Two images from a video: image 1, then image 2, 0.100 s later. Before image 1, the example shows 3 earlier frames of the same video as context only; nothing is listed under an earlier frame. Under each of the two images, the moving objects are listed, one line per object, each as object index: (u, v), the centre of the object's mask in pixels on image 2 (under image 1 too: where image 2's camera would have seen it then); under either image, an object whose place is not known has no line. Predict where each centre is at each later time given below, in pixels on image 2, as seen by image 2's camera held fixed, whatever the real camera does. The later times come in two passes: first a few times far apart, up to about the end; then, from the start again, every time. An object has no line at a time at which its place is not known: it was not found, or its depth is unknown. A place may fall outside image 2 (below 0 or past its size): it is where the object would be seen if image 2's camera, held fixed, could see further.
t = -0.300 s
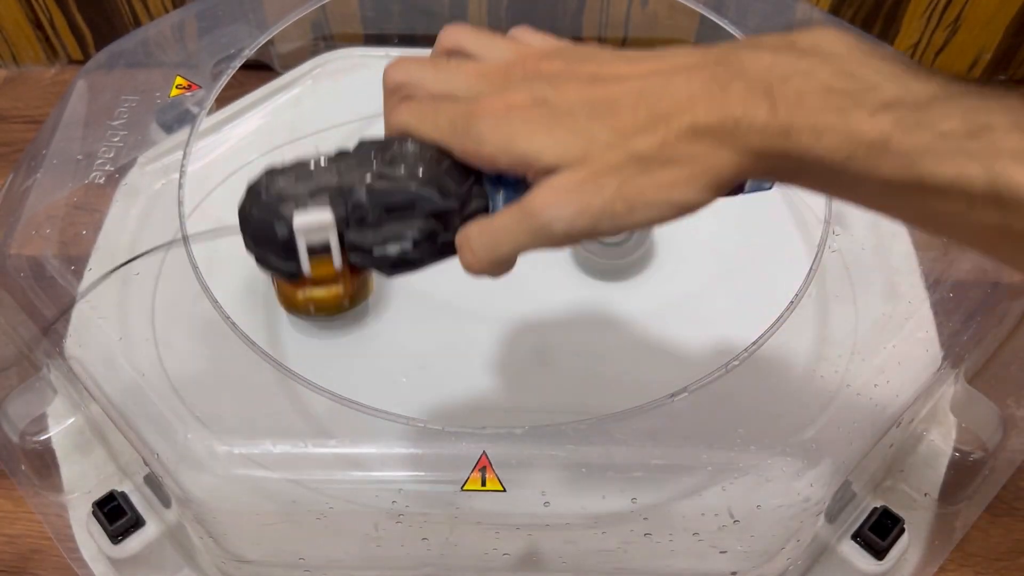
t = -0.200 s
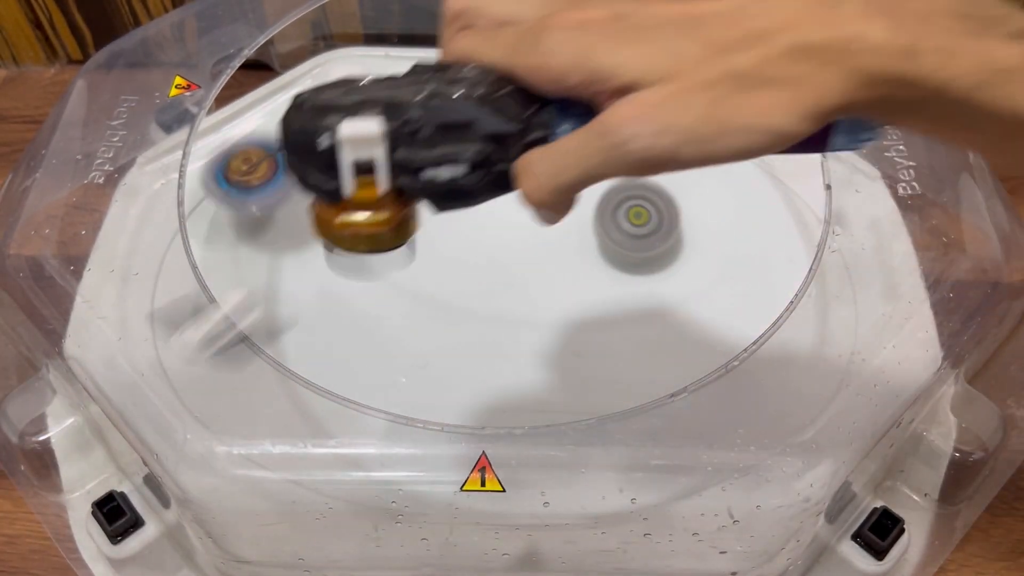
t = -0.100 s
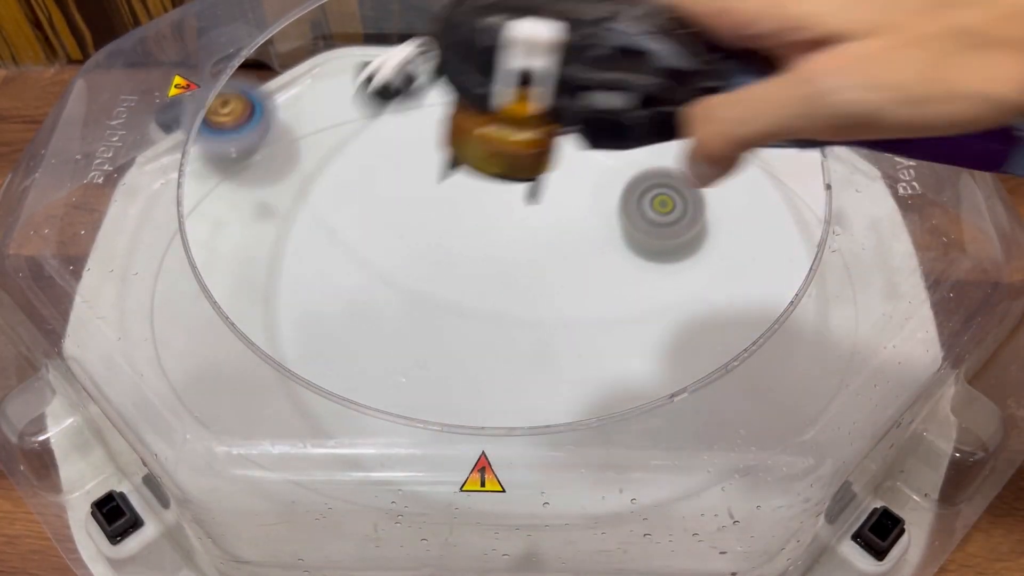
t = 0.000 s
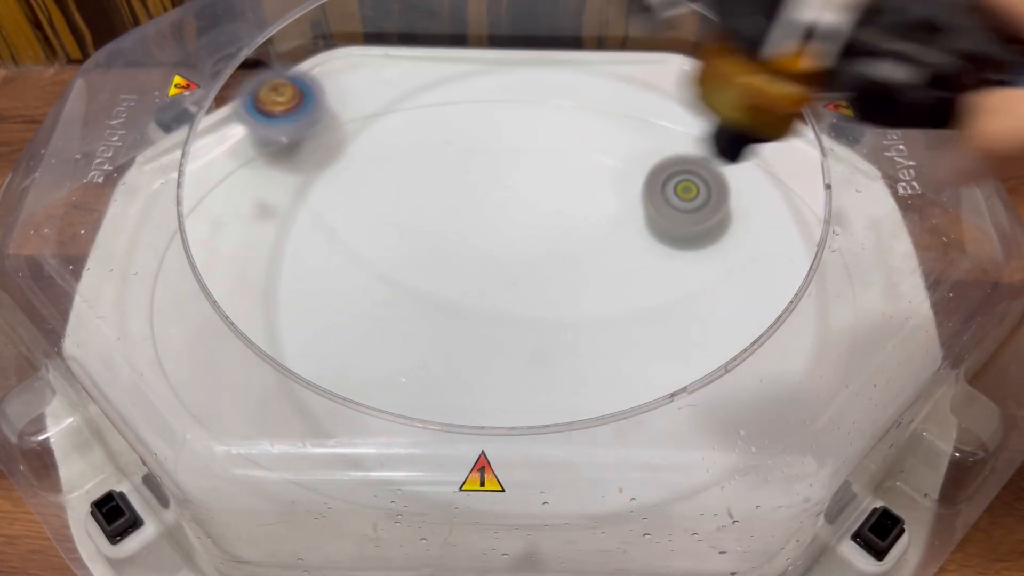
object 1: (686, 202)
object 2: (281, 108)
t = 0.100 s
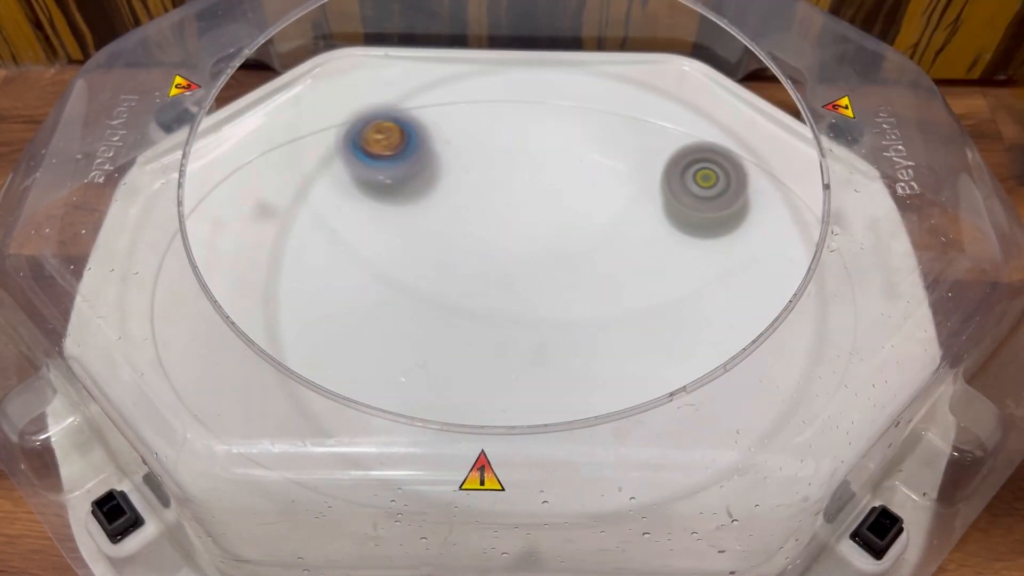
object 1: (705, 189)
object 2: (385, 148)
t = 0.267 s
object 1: (725, 179)
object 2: (606, 217)
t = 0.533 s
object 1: (738, 177)
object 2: (814, 402)
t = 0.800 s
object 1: (724, 219)
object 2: (441, 484)
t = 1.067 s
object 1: (722, 301)
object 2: (175, 210)
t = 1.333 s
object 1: (758, 313)
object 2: (543, 76)
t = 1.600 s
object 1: (715, 329)
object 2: (893, 299)
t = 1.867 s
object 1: (409, 448)
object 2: (615, 344)
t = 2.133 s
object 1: (232, 362)
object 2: (518, 203)
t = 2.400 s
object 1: (277, 280)
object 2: (705, 143)
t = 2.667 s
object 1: (311, 288)
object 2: (828, 292)
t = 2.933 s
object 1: (271, 320)
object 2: (524, 367)
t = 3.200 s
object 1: (244, 326)
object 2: (330, 182)
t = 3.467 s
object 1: (230, 298)
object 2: (538, 113)
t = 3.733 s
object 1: (236, 265)
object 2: (696, 271)
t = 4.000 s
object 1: (237, 237)
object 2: (456, 392)
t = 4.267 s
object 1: (273, 130)
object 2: (155, 312)
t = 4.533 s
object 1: (490, 98)
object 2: (273, 327)
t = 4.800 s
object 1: (595, 176)
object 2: (277, 308)
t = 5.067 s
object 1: (650, 211)
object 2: (321, 285)
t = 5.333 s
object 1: (733, 182)
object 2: (464, 321)
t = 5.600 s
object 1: (785, 183)
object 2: (520, 388)
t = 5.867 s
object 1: (827, 232)
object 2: (453, 363)
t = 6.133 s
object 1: (846, 280)
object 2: (550, 271)
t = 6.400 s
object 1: (835, 339)
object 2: (727, 295)
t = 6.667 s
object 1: (791, 354)
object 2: (655, 284)
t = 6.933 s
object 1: (713, 374)
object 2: (637, 242)
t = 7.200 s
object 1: (627, 409)
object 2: (603, 258)
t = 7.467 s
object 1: (532, 411)
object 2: (512, 253)
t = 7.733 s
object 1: (438, 371)
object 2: (484, 214)
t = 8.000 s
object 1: (358, 318)
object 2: (498, 266)
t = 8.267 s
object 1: (298, 251)
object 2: (444, 271)
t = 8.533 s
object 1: (265, 194)
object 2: (468, 242)
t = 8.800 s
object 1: (256, 145)
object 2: (506, 300)
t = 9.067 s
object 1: (316, 160)
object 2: (442, 339)
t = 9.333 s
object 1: (396, 175)
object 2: (440, 314)
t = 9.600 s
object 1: (466, 205)
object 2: (489, 295)
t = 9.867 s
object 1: (509, 146)
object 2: (535, 364)
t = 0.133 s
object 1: (710, 186)
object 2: (426, 161)
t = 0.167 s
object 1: (715, 184)
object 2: (469, 171)
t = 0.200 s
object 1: (719, 182)
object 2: (512, 185)
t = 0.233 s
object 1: (722, 180)
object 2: (560, 202)
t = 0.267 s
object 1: (725, 179)
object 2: (606, 217)
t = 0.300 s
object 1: (727, 177)
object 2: (650, 235)
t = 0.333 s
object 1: (729, 175)
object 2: (693, 255)
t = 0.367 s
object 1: (729, 175)
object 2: (733, 280)
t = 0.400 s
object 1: (731, 174)
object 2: (765, 306)
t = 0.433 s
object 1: (733, 175)
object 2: (796, 333)
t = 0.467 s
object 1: (734, 175)
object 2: (817, 361)
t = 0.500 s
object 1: (736, 176)
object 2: (829, 388)
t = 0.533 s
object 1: (738, 177)
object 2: (814, 402)
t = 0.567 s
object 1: (738, 179)
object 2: (791, 423)
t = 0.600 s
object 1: (738, 181)
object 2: (759, 437)
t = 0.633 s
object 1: (738, 184)
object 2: (722, 454)
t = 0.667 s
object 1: (736, 189)
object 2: (680, 468)
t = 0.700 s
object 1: (733, 195)
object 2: (627, 480)
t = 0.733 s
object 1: (730, 202)
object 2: (571, 485)
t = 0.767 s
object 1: (727, 210)
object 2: (514, 489)
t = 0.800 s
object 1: (724, 219)
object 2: (441, 484)
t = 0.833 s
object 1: (721, 229)
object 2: (380, 469)
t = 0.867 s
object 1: (718, 241)
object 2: (321, 449)
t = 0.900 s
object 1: (717, 253)
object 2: (265, 413)
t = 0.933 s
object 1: (716, 265)
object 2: (227, 379)
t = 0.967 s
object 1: (716, 276)
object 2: (194, 338)
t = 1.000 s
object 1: (718, 287)
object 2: (177, 294)
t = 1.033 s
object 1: (721, 295)
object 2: (171, 252)
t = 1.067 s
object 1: (722, 301)
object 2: (175, 210)
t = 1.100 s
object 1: (724, 305)
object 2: (215, 179)
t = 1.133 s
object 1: (729, 311)
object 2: (246, 149)
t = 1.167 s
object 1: (734, 313)
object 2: (289, 124)
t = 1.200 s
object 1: (739, 316)
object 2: (335, 103)
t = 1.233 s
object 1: (746, 317)
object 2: (384, 89)
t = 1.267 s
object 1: (751, 317)
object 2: (436, 77)
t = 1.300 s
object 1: (754, 317)
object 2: (488, 70)
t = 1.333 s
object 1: (758, 313)
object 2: (543, 76)
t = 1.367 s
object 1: (762, 310)
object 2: (595, 90)
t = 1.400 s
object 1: (766, 307)
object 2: (650, 109)
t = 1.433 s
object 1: (771, 304)
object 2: (700, 131)
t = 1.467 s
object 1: (773, 301)
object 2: (751, 155)
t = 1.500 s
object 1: (773, 298)
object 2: (798, 186)
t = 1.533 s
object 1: (773, 295)
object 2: (834, 225)
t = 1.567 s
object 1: (747, 310)
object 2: (867, 265)
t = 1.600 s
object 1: (715, 329)
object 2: (893, 299)
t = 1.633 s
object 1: (687, 346)
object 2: (912, 339)
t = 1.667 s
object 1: (656, 359)
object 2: (869, 352)
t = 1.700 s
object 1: (631, 374)
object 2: (810, 367)
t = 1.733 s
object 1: (609, 386)
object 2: (751, 373)
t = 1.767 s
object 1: (585, 396)
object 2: (690, 375)
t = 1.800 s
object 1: (525, 416)
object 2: (663, 360)
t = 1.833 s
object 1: (461, 429)
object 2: (639, 356)
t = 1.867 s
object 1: (409, 448)
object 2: (615, 344)
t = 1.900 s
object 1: (356, 458)
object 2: (590, 328)
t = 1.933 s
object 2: (570, 309)
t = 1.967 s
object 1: (281, 448)
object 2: (552, 293)
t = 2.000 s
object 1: (262, 435)
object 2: (536, 275)
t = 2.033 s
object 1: (250, 416)
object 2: (526, 257)
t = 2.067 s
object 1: (239, 396)
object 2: (519, 238)
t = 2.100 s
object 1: (231, 376)
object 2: (517, 221)
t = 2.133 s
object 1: (232, 362)
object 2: (518, 203)
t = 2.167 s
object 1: (233, 344)
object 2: (526, 188)
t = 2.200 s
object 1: (235, 327)
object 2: (539, 176)
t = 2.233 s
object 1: (241, 320)
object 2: (557, 166)
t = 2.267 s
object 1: (246, 305)
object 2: (580, 156)
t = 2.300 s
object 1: (256, 290)
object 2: (608, 148)
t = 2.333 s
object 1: (263, 291)
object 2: (638, 143)
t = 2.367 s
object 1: (269, 280)
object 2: (672, 141)
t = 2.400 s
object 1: (277, 280)
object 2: (705, 143)
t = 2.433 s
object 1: (285, 276)
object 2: (736, 147)
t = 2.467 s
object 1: (291, 273)
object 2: (761, 154)
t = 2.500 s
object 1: (296, 271)
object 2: (780, 170)
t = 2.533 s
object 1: (301, 271)
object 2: (801, 194)
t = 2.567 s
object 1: (304, 272)
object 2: (818, 220)
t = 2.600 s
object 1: (309, 282)
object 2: (829, 242)
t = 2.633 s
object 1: (310, 285)
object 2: (832, 264)
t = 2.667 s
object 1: (311, 288)
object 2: (828, 292)
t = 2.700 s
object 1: (311, 293)
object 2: (814, 314)
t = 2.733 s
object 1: (306, 294)
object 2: (791, 336)
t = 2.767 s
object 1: (304, 301)
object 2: (756, 355)
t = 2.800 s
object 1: (300, 305)
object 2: (716, 368)
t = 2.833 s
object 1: (292, 309)
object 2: (666, 364)
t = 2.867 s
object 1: (286, 312)
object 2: (620, 371)
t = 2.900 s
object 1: (280, 314)
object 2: (573, 375)
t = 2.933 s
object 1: (271, 320)
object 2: (524, 367)
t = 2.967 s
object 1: (266, 325)
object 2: (477, 353)
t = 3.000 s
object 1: (262, 328)
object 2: (435, 335)
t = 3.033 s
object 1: (259, 331)
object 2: (399, 313)
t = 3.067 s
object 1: (256, 331)
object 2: (370, 289)
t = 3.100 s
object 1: (252, 331)
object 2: (349, 263)
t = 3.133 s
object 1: (249, 330)
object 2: (332, 234)
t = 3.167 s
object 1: (251, 332)
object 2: (328, 208)
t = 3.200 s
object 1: (244, 326)
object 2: (330, 182)
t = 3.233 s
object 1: (243, 324)
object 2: (338, 156)
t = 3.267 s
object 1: (239, 321)
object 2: (352, 131)
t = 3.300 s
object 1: (238, 318)
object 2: (373, 111)
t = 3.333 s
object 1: (236, 315)
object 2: (402, 97)
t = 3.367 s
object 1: (234, 311)
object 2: (437, 98)
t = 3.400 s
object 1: (231, 307)
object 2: (472, 102)
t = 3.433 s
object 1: (231, 303)
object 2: (505, 106)
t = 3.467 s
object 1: (230, 298)
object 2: (538, 113)
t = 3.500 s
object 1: (231, 294)
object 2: (571, 121)
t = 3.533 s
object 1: (233, 293)
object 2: (602, 132)
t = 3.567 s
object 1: (232, 284)
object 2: (630, 151)
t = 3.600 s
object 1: (233, 280)
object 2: (655, 168)
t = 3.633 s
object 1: (233, 277)
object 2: (675, 191)
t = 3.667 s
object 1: (233, 273)
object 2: (688, 217)
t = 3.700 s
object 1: (234, 270)
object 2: (695, 244)
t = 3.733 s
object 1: (236, 265)
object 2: (696, 271)
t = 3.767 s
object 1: (237, 260)
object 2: (690, 297)
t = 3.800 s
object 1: (238, 258)
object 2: (679, 322)
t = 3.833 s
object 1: (237, 255)
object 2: (659, 344)
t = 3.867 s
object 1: (237, 252)
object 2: (630, 363)
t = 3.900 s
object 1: (237, 248)
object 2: (595, 377)
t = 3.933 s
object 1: (237, 244)
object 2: (553, 386)
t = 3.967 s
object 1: (238, 240)
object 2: (506, 392)
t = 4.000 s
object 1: (237, 237)
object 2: (456, 392)
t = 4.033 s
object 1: (237, 234)
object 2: (404, 385)
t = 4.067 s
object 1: (237, 230)
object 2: (350, 377)
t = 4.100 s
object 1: (237, 227)
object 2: (305, 373)
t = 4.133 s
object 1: (237, 224)
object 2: (267, 353)
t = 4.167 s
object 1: (238, 222)
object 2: (233, 329)
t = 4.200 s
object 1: (241, 219)
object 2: (201, 300)
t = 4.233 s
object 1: (259, 183)
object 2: (172, 299)
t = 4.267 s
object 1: (273, 130)
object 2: (155, 312)
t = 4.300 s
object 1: (290, 82)
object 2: (172, 319)
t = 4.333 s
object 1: (322, 68)
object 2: (187, 331)
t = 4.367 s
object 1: (357, 66)
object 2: (199, 334)
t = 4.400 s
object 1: (389, 64)
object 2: (216, 338)
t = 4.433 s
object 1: (418, 68)
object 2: (231, 337)
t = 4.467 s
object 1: (444, 76)
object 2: (246, 339)
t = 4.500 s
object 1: (468, 86)
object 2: (262, 330)
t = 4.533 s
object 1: (490, 98)
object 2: (273, 327)
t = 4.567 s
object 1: (510, 107)
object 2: (285, 325)
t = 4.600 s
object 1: (527, 117)
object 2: (289, 326)
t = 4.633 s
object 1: (543, 128)
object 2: (291, 323)
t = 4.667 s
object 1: (556, 138)
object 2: (292, 321)
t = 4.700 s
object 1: (567, 147)
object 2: (290, 319)
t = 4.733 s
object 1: (578, 158)
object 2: (284, 314)
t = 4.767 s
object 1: (587, 167)
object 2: (281, 311)
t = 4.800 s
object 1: (595, 176)
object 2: (277, 308)
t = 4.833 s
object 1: (602, 185)
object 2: (275, 305)
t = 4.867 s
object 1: (610, 192)
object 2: (275, 301)
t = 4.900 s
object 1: (615, 198)
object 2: (275, 296)
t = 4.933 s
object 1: (621, 205)
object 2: (277, 293)
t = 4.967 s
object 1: (628, 208)
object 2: (288, 289)
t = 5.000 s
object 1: (635, 211)
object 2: (296, 286)
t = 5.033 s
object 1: (642, 211)
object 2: (305, 285)
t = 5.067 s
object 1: (650, 211)
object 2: (321, 285)
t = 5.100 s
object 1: (660, 209)
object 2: (337, 285)
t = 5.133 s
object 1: (669, 206)
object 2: (351, 287)
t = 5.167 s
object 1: (679, 202)
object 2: (372, 293)
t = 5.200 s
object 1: (690, 198)
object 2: (386, 297)
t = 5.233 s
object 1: (701, 193)
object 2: (405, 303)
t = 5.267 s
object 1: (711, 189)
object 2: (426, 310)
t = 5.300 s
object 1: (721, 185)
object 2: (444, 315)
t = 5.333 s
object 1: (733, 182)
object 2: (464, 321)
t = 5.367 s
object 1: (744, 180)
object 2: (484, 330)
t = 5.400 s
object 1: (752, 177)
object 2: (497, 337)
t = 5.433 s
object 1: (759, 176)
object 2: (510, 346)
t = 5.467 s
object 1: (766, 174)
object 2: (517, 356)
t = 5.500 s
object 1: (774, 173)
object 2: (522, 365)
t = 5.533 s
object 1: (778, 176)
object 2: (523, 375)
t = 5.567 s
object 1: (781, 179)
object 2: (521, 382)
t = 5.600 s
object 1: (785, 183)
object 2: (520, 388)
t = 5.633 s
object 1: (789, 188)
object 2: (513, 391)
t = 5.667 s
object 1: (790, 194)
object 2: (505, 394)
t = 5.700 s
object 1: (803, 199)
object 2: (493, 395)
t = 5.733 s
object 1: (811, 205)
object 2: (482, 394)
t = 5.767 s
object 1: (820, 210)
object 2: (472, 390)
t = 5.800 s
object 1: (823, 217)
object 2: (463, 384)
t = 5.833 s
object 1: (824, 225)
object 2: (457, 375)
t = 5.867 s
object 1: (827, 232)
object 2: (453, 363)
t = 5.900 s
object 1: (830, 237)
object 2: (454, 349)
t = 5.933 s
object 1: (834, 242)
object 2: (458, 337)
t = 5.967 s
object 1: (837, 248)
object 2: (466, 323)
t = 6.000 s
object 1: (841, 254)
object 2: (478, 310)
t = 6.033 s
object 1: (845, 260)
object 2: (493, 297)
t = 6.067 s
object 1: (847, 267)
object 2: (511, 286)
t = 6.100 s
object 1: (847, 273)
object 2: (530, 278)
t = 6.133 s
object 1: (846, 280)
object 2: (550, 271)
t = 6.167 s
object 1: (846, 287)
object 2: (571, 268)
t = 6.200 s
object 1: (844, 294)
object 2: (594, 267)
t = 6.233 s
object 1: (844, 301)
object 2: (615, 269)
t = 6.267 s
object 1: (844, 310)
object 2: (639, 271)
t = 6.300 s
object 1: (843, 318)
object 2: (662, 274)
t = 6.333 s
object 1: (839, 324)
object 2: (687, 279)
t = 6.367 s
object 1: (838, 331)
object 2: (709, 287)
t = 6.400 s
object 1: (835, 339)
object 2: (727, 295)
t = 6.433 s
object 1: (836, 349)
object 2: (732, 304)
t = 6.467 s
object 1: (836, 359)
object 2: (731, 310)
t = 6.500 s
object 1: (836, 365)
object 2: (724, 315)
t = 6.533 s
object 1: (835, 366)
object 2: (712, 314)
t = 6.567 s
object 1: (824, 362)
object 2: (694, 309)
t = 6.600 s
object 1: (812, 357)
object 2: (679, 300)
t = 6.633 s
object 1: (802, 355)
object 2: (665, 291)
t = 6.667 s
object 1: (791, 354)
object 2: (655, 284)
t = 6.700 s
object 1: (779, 352)
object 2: (647, 275)
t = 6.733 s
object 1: (768, 352)
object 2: (645, 270)
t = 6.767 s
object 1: (758, 354)
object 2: (642, 262)
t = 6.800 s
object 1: (748, 356)
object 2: (637, 254)
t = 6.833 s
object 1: (739, 359)
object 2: (635, 249)
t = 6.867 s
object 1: (730, 364)
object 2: (636, 249)
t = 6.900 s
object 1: (721, 369)
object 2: (638, 244)
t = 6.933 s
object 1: (713, 374)
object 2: (637, 242)
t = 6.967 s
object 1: (703, 379)
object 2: (634, 238)
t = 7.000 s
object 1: (692, 384)
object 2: (631, 241)
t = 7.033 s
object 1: (682, 389)
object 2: (631, 245)
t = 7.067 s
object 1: (671, 392)
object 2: (629, 245)
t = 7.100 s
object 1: (660, 398)
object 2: (622, 246)
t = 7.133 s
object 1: (648, 402)
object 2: (614, 250)
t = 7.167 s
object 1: (639, 406)
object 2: (609, 254)
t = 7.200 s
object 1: (627, 409)
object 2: (603, 258)
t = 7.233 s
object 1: (616, 412)
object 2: (597, 259)
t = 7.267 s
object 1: (604, 414)
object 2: (584, 260)
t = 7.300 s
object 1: (594, 416)
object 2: (571, 262)
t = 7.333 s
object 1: (582, 417)
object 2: (557, 265)
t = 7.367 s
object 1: (569, 416)
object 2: (544, 266)
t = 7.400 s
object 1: (557, 416)
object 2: (535, 263)
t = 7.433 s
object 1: (545, 414)
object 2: (524, 257)
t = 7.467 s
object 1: (532, 411)
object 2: (512, 253)
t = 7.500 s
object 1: (519, 409)
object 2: (500, 249)
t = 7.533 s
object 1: (507, 402)
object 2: (492, 245)
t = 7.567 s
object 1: (494, 398)
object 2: (488, 238)
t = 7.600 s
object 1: (482, 394)
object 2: (490, 234)
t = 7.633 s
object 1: (471, 386)
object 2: (492, 228)
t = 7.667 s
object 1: (460, 382)
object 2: (489, 220)
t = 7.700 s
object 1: (448, 377)
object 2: (488, 218)
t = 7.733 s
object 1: (438, 371)
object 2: (484, 214)
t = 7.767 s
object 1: (427, 365)
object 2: (485, 215)
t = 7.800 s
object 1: (416, 358)
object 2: (487, 220)
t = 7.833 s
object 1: (406, 351)
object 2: (490, 231)
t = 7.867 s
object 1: (396, 345)
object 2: (492, 238)
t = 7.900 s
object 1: (386, 338)
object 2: (496, 247)
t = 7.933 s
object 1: (377, 332)
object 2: (497, 254)
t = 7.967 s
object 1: (367, 325)
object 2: (499, 260)
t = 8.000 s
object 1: (358, 318)
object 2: (498, 266)
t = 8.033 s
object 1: (351, 309)
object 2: (492, 270)
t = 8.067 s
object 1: (343, 300)
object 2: (487, 274)
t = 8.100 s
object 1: (335, 293)
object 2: (479, 277)
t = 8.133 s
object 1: (329, 284)
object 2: (470, 277)
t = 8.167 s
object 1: (323, 277)
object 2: (461, 279)
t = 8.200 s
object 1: (311, 265)
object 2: (454, 276)
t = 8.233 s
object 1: (304, 256)
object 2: (448, 272)
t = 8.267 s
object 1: (298, 251)
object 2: (444, 271)
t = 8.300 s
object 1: (292, 244)
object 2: (441, 267)
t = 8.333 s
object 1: (287, 237)
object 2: (439, 261)
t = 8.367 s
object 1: (281, 230)
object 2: (444, 257)
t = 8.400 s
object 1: (277, 223)
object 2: (447, 251)
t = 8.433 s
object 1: (273, 215)
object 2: (453, 245)
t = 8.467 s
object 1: (268, 207)
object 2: (458, 241)
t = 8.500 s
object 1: (267, 201)
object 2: (462, 239)
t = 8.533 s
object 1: (265, 194)
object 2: (468, 242)
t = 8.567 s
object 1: (262, 187)
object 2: (475, 244)
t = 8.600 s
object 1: (262, 179)
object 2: (482, 249)
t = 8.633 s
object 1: (261, 173)
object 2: (490, 256)
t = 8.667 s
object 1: (259, 166)
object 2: (495, 263)
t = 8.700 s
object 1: (259, 160)
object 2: (502, 273)
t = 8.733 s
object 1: (257, 157)
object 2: (505, 280)
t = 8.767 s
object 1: (256, 150)
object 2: (508, 290)
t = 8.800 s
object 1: (256, 145)
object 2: (506, 300)
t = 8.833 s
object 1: (262, 146)
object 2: (504, 311)
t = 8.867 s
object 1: (269, 150)
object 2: (499, 318)
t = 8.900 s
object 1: (274, 153)
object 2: (492, 326)
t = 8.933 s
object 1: (281, 155)
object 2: (484, 330)
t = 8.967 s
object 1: (287, 156)
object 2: (472, 335)
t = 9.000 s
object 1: (299, 160)
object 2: (462, 339)
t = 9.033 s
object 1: (307, 160)
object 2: (451, 338)
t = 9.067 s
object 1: (316, 160)
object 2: (442, 339)
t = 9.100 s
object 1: (326, 160)
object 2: (435, 337)
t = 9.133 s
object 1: (336, 161)
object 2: (428, 333)
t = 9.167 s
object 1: (347, 163)
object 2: (426, 334)
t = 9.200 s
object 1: (357, 165)
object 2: (427, 329)
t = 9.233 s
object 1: (368, 167)
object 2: (427, 323)
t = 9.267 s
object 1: (377, 169)
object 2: (431, 321)
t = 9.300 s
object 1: (387, 172)
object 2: (436, 317)
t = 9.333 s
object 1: (396, 175)
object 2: (440, 314)
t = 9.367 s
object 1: (405, 178)
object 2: (447, 313)
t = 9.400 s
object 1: (414, 180)
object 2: (454, 311)
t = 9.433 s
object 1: (422, 184)
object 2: (460, 307)
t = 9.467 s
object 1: (431, 188)
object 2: (467, 304)
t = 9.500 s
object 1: (439, 192)
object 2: (474, 302)
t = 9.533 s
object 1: (448, 196)
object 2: (479, 299)
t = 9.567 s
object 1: (457, 200)
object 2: (483, 297)
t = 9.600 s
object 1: (466, 205)
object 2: (489, 295)
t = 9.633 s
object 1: (475, 209)
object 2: (495, 294)
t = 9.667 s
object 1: (483, 213)
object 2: (500, 291)
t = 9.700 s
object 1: (490, 202)
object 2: (510, 302)
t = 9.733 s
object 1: (493, 179)
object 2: (523, 320)
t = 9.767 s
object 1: (498, 163)
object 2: (534, 336)
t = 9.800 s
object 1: (503, 152)
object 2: (540, 347)
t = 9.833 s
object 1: (508, 148)
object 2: (540, 355)
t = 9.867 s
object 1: (509, 146)
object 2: (535, 364)
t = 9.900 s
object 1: (511, 145)
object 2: (527, 371)
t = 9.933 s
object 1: (511, 145)
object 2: (518, 377)
